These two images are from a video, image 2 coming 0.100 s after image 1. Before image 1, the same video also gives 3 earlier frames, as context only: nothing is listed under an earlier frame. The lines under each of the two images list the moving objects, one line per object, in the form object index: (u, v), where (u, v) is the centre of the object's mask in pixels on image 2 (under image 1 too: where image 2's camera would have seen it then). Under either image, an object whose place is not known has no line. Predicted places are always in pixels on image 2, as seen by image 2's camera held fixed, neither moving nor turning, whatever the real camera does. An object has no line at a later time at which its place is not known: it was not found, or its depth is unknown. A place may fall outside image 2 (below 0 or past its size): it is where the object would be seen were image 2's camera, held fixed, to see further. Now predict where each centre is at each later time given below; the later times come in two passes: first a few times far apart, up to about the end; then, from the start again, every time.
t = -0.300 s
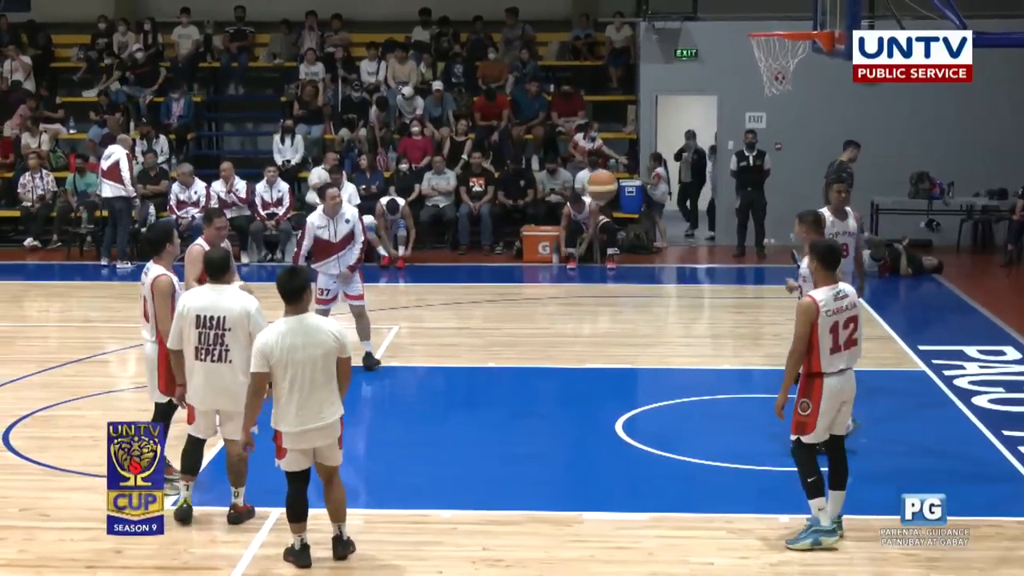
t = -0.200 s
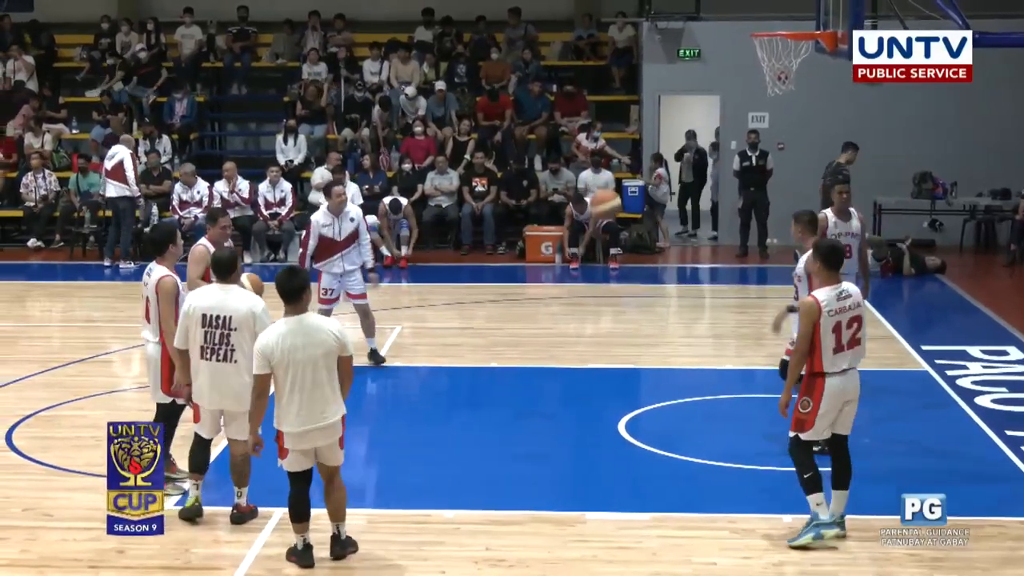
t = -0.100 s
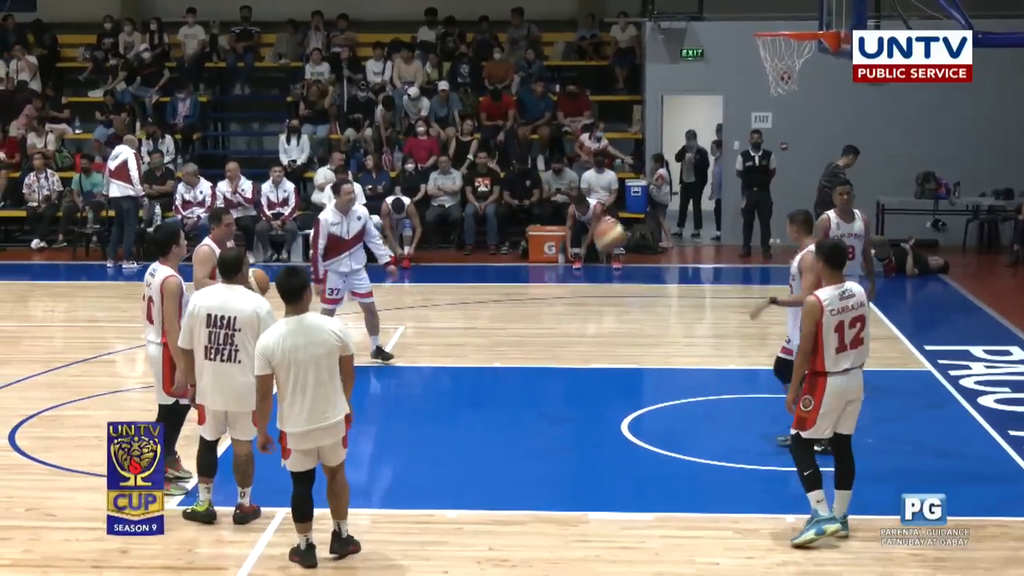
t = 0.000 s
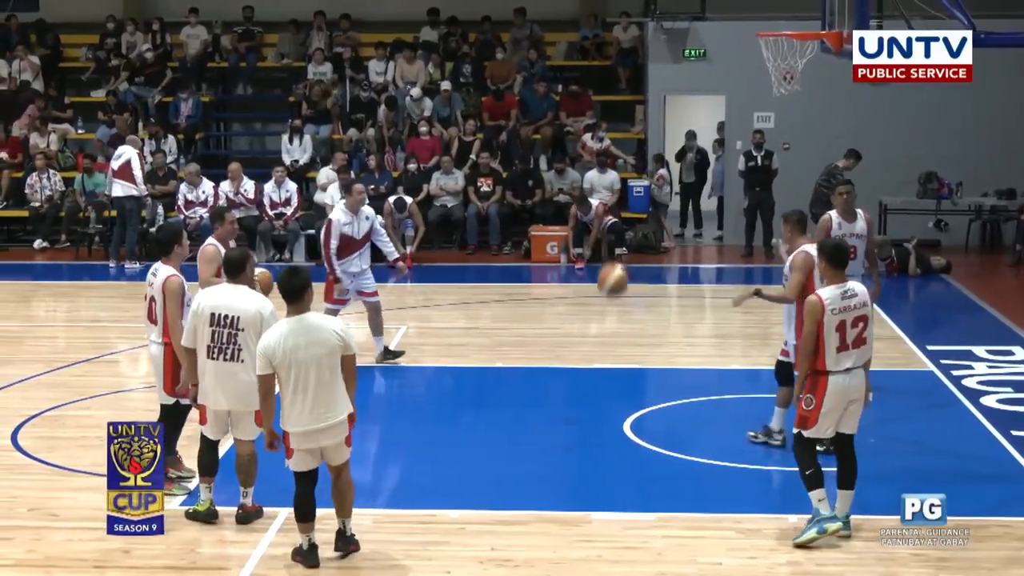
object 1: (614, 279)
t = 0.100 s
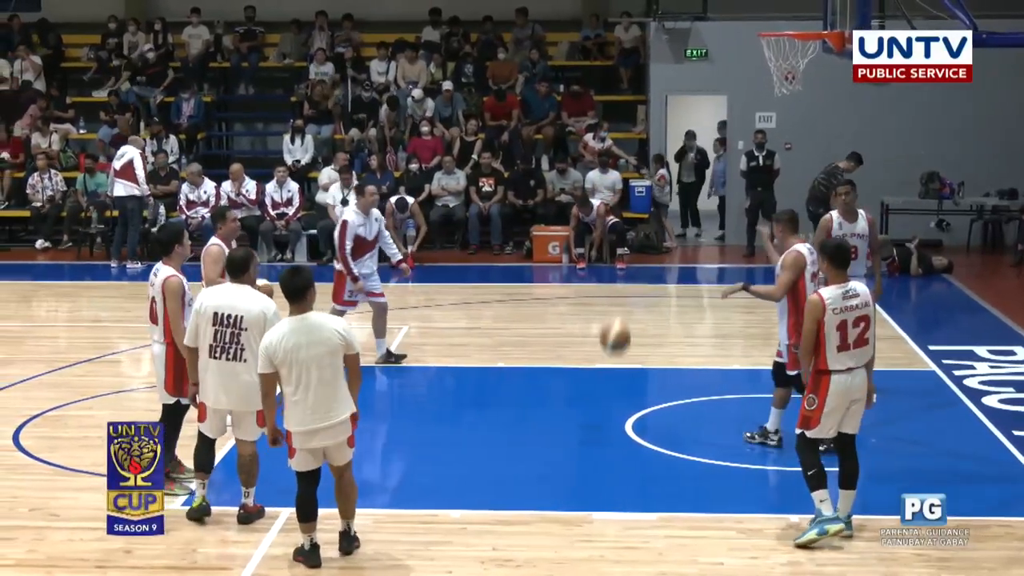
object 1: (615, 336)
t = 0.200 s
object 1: (616, 403)
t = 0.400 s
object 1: (615, 333)
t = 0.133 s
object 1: (615, 357)
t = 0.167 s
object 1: (616, 381)
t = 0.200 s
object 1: (616, 403)
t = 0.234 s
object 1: (616, 410)
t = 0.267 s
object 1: (616, 393)
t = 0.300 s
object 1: (616, 377)
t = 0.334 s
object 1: (615, 361)
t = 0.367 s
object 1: (615, 346)
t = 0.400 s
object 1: (615, 333)
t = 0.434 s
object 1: (615, 322)
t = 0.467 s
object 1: (615, 311)
